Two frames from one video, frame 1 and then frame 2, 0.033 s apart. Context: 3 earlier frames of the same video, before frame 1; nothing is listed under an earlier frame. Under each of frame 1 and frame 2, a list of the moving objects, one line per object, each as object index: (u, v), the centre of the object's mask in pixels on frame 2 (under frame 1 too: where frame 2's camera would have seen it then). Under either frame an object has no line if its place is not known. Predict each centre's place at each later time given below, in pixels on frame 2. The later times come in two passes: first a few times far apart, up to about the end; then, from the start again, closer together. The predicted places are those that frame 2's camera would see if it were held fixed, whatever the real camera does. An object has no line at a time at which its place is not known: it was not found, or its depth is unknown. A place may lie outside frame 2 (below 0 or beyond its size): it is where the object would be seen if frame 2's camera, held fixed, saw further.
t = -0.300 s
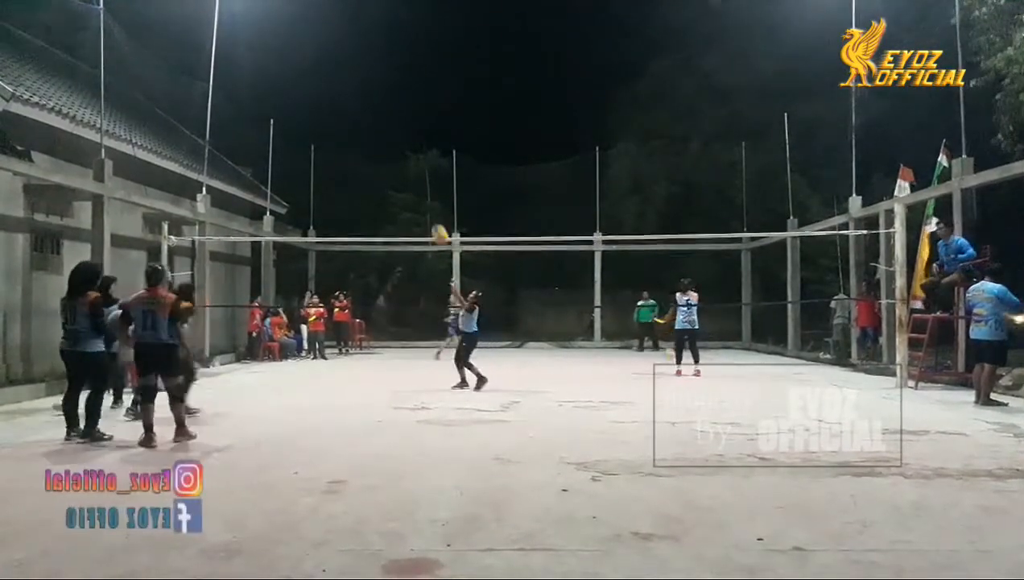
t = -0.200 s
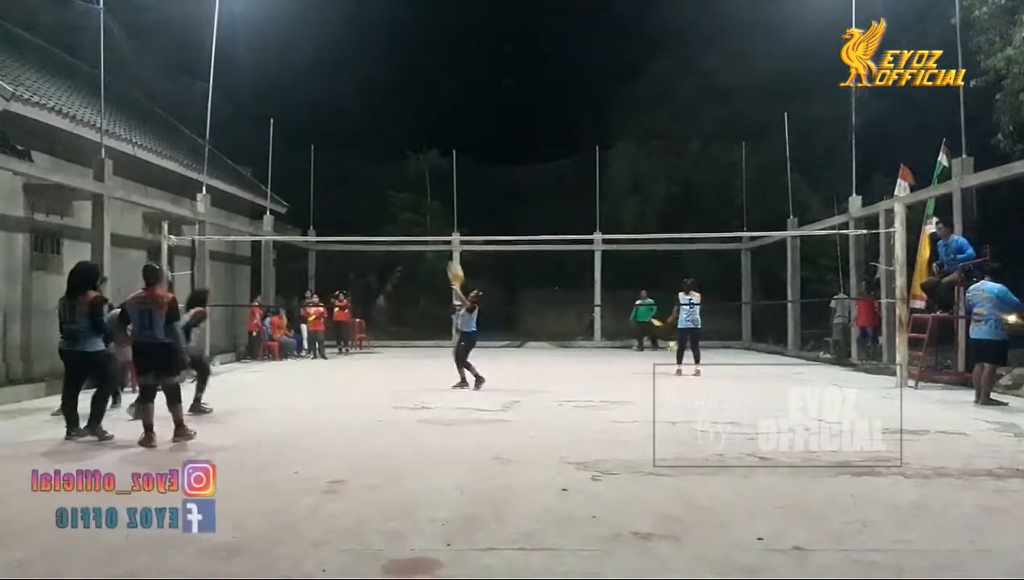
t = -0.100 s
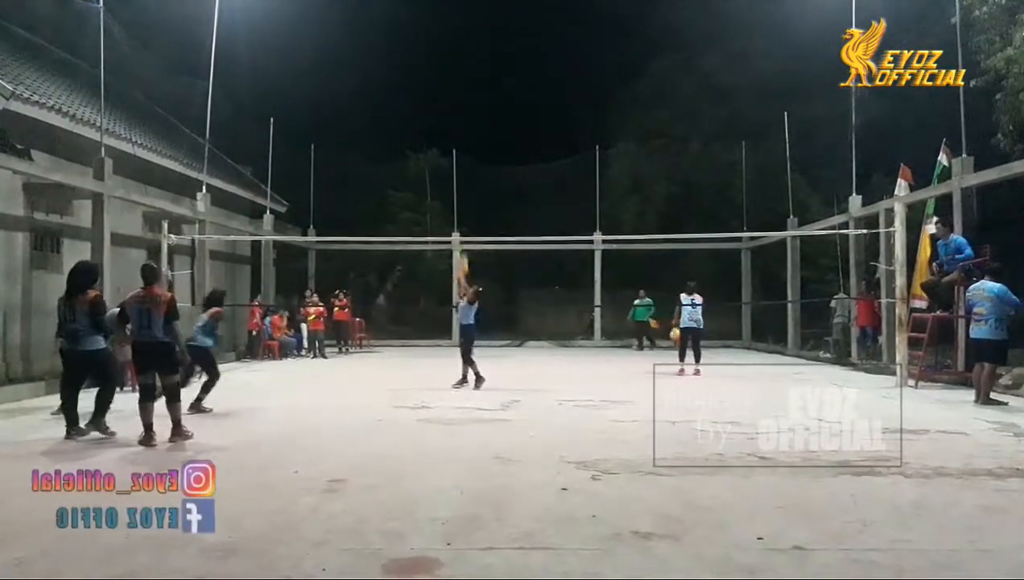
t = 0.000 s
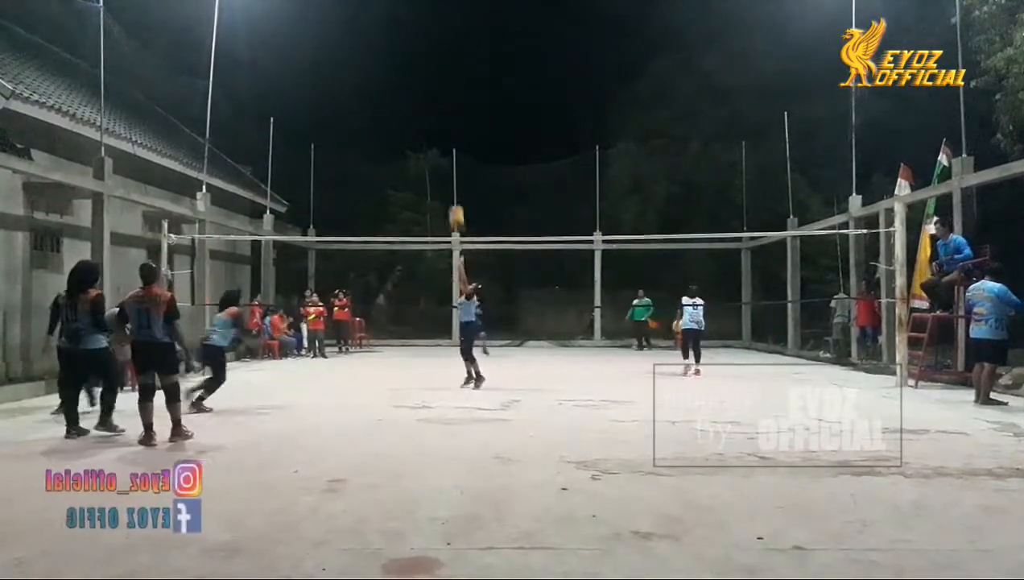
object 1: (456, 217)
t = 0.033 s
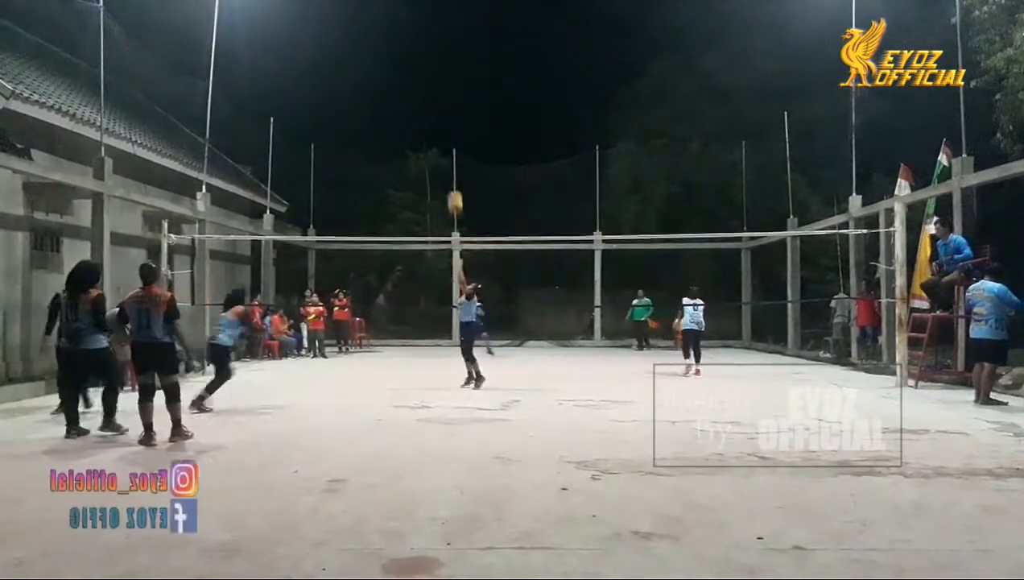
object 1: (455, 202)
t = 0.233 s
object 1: (446, 133)
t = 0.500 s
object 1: (434, 83)
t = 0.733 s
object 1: (423, 80)
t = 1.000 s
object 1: (411, 124)
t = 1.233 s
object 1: (399, 205)
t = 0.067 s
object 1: (454, 189)
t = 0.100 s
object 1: (452, 176)
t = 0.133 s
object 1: (450, 163)
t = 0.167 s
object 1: (449, 152)
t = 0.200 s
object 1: (448, 142)
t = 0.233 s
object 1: (446, 133)
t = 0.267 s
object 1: (445, 123)
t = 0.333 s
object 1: (442, 108)
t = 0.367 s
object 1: (440, 102)
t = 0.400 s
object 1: (439, 95)
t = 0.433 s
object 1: (437, 90)
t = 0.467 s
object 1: (436, 86)
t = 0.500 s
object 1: (434, 83)
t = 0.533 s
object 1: (432, 80)
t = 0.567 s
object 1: (431, 78)
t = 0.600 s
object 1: (429, 77)
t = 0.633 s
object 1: (428, 76)
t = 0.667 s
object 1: (426, 77)
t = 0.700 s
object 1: (425, 78)
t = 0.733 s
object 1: (423, 80)
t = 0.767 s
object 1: (422, 83)
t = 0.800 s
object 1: (420, 86)
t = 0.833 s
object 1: (419, 91)
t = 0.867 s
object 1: (417, 96)
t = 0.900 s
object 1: (415, 101)
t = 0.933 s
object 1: (414, 108)
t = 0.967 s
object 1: (412, 116)
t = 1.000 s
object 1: (411, 124)
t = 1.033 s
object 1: (409, 133)
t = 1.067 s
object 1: (407, 143)
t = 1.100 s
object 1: (406, 154)
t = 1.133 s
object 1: (404, 165)
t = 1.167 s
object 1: (403, 178)
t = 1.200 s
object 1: (401, 192)
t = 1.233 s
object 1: (399, 205)
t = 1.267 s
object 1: (398, 219)
